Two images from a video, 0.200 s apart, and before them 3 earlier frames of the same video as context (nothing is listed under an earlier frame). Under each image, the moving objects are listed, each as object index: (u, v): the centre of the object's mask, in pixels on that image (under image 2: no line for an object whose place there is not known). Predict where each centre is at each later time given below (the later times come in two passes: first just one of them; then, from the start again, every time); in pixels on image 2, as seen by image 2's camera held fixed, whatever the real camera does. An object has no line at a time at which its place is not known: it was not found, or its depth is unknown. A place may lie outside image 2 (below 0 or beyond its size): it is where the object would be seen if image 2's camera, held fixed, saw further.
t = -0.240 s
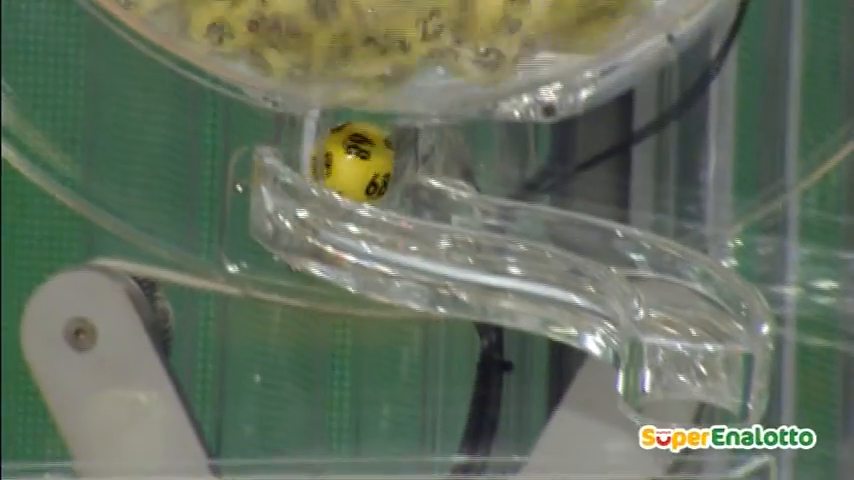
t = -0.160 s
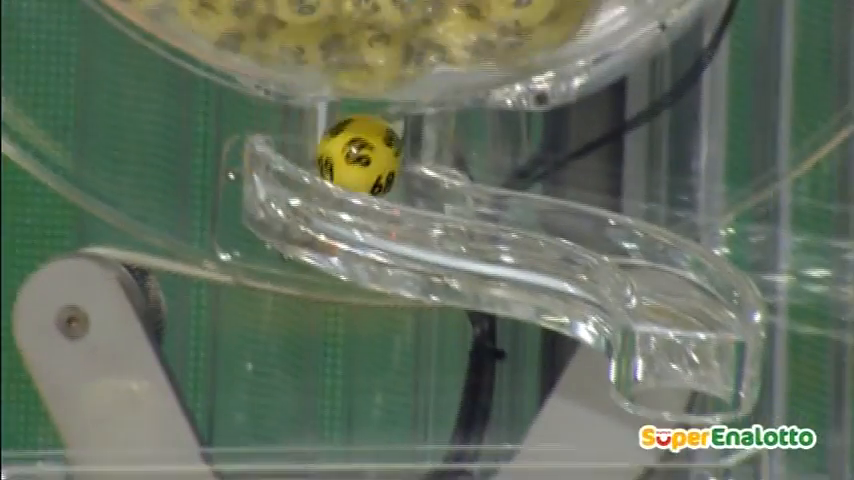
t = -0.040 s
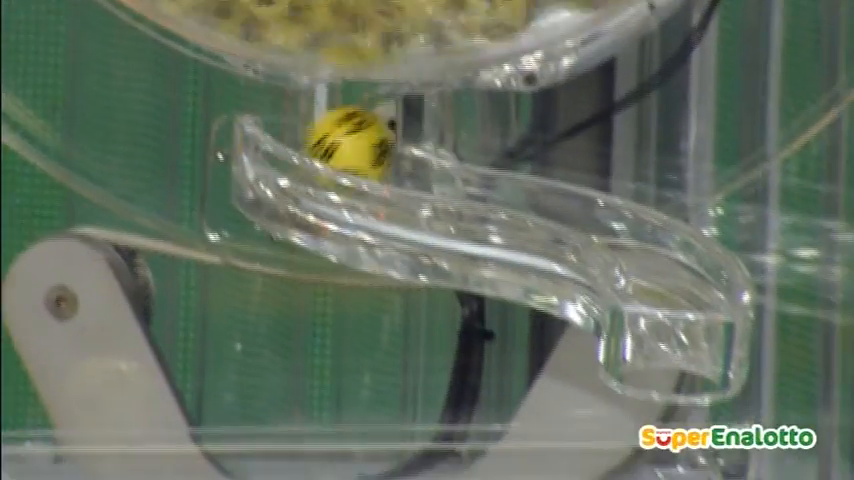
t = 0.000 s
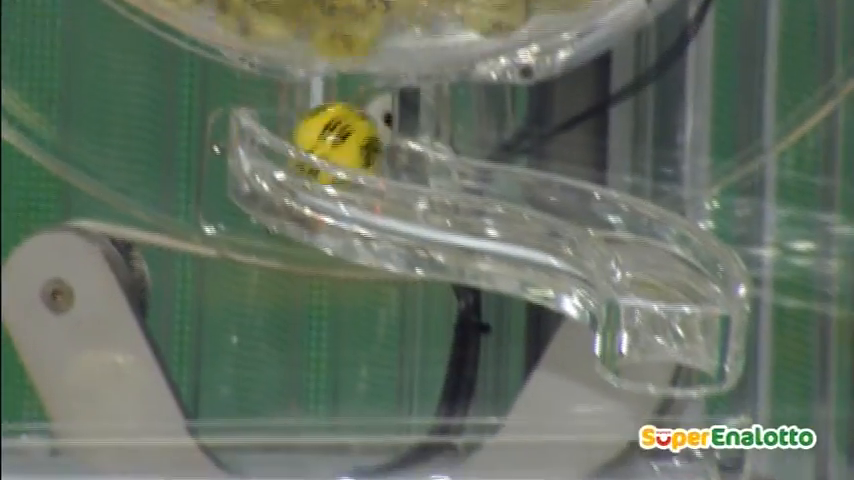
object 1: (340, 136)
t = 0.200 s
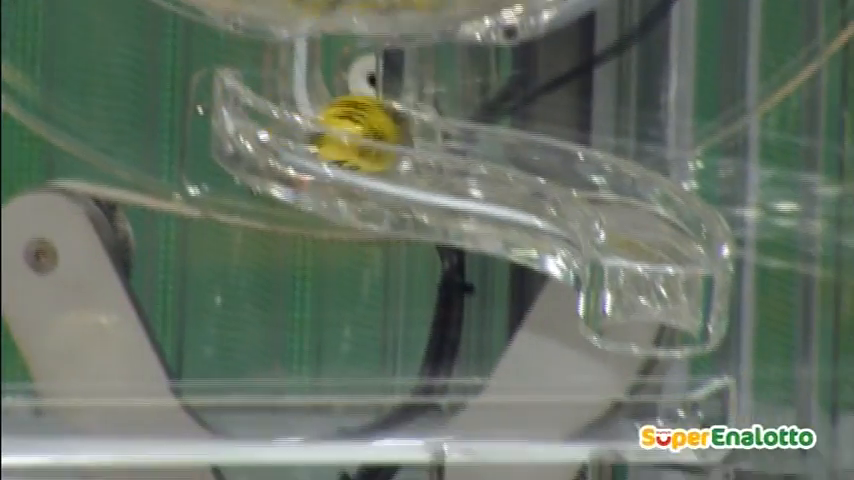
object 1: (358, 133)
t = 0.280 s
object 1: (397, 146)
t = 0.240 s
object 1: (375, 138)
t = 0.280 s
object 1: (397, 146)
